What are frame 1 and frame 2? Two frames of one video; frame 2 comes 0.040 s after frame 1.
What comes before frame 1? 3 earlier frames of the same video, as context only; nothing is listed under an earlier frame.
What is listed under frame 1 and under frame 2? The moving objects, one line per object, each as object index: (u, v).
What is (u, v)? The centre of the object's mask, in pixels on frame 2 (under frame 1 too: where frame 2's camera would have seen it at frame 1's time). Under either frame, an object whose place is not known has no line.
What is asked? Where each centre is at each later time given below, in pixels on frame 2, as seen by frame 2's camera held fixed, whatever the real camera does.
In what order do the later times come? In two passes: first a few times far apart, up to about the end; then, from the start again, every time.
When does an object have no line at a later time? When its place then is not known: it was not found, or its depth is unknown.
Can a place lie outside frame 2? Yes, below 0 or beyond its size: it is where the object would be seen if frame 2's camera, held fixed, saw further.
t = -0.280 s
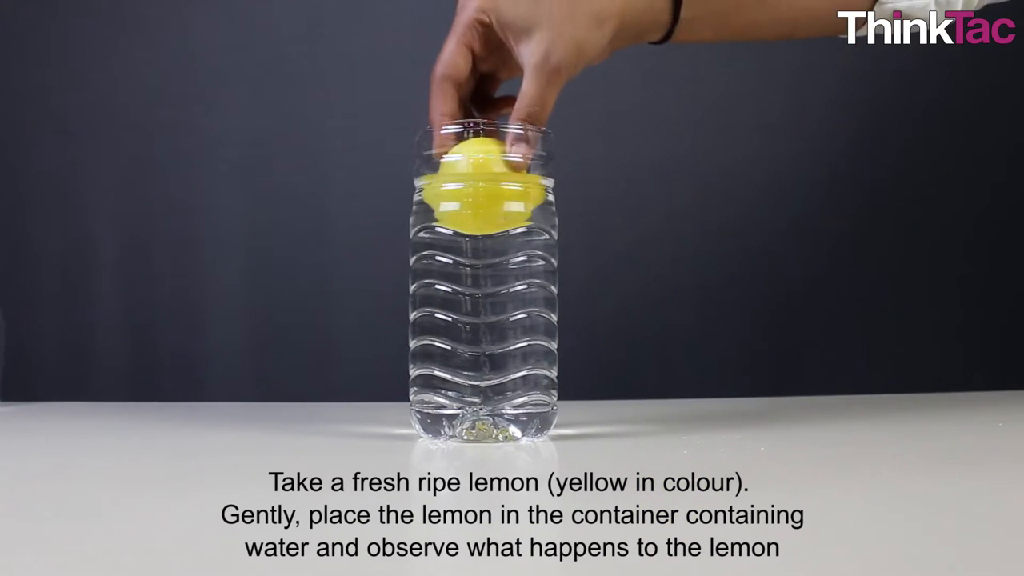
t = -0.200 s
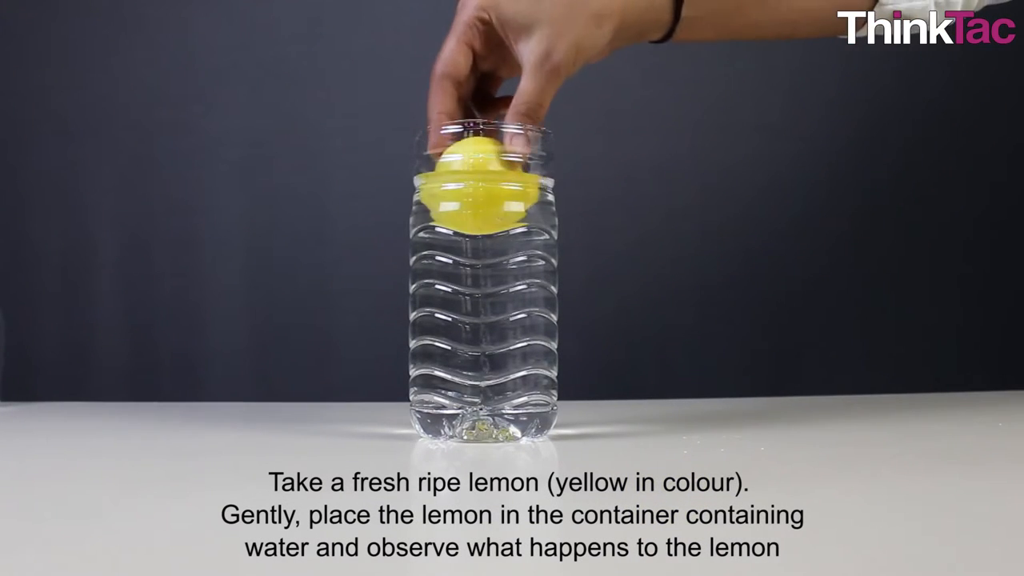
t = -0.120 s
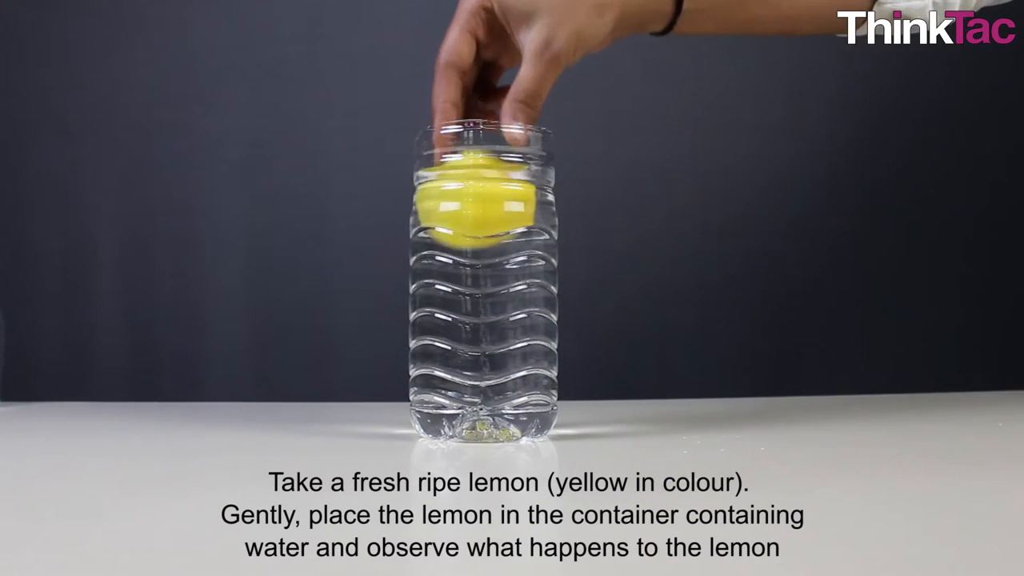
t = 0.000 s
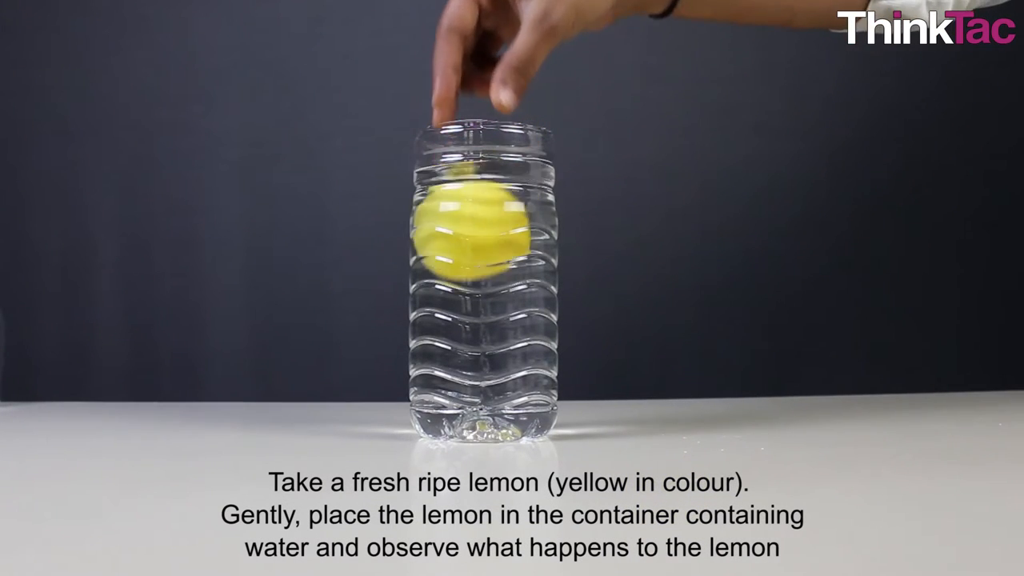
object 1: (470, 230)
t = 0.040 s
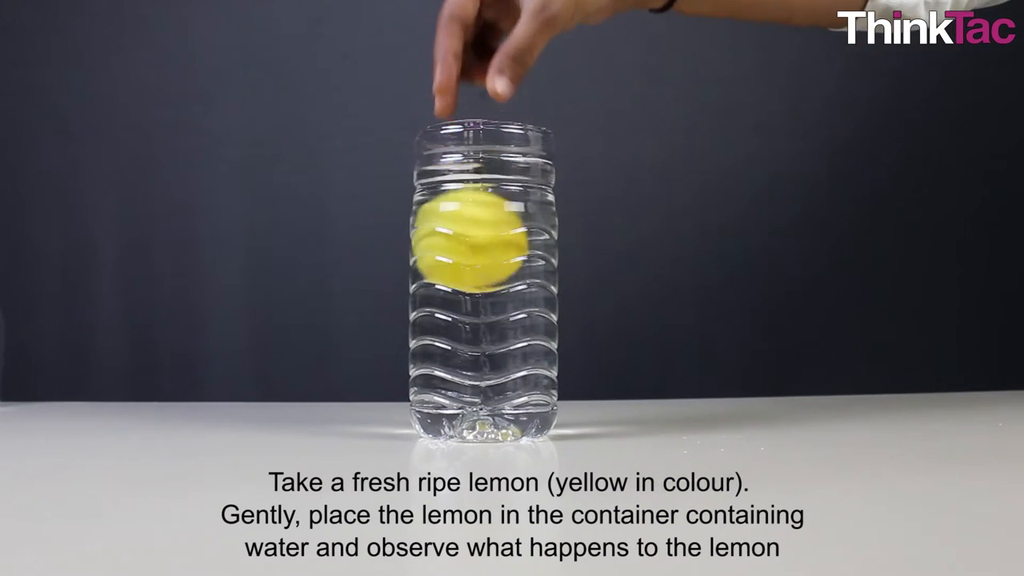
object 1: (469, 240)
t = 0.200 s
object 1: (462, 277)
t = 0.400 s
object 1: (476, 304)
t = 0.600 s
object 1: (496, 328)
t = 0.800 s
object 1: (500, 341)
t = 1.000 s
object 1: (489, 353)
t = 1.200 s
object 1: (476, 362)
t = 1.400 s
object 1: (468, 363)
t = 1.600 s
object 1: (462, 361)
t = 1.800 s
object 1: (461, 361)
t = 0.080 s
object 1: (466, 248)
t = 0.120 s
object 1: (463, 258)
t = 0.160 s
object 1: (462, 268)
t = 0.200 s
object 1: (462, 277)
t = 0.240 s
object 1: (463, 282)
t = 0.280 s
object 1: (466, 287)
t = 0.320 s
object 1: (469, 294)
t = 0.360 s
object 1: (472, 300)
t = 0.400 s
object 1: (476, 304)
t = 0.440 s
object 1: (479, 308)
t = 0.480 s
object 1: (483, 313)
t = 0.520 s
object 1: (488, 318)
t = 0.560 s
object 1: (493, 324)
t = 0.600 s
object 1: (496, 328)
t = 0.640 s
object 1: (499, 332)
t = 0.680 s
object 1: (501, 334)
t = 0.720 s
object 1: (504, 337)
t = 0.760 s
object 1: (503, 339)
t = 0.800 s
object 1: (500, 341)
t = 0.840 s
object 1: (498, 343)
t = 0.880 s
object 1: (497, 345)
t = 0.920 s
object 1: (495, 348)
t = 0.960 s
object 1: (492, 350)
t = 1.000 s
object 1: (489, 353)
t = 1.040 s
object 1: (485, 356)
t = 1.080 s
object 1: (483, 358)
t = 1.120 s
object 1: (480, 359)
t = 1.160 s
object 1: (478, 361)
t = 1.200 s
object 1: (476, 362)
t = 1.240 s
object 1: (475, 363)
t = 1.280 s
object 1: (473, 364)
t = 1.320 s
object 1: (472, 363)
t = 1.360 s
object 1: (470, 363)
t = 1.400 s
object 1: (468, 363)
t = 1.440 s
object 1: (467, 363)
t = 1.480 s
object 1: (466, 362)
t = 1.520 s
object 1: (464, 361)
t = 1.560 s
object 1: (463, 361)
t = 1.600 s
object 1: (462, 361)
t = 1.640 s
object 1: (460, 361)
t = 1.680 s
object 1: (459, 362)
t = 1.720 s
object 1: (459, 362)
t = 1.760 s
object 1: (460, 362)
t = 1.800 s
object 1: (461, 361)
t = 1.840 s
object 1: (461, 362)
